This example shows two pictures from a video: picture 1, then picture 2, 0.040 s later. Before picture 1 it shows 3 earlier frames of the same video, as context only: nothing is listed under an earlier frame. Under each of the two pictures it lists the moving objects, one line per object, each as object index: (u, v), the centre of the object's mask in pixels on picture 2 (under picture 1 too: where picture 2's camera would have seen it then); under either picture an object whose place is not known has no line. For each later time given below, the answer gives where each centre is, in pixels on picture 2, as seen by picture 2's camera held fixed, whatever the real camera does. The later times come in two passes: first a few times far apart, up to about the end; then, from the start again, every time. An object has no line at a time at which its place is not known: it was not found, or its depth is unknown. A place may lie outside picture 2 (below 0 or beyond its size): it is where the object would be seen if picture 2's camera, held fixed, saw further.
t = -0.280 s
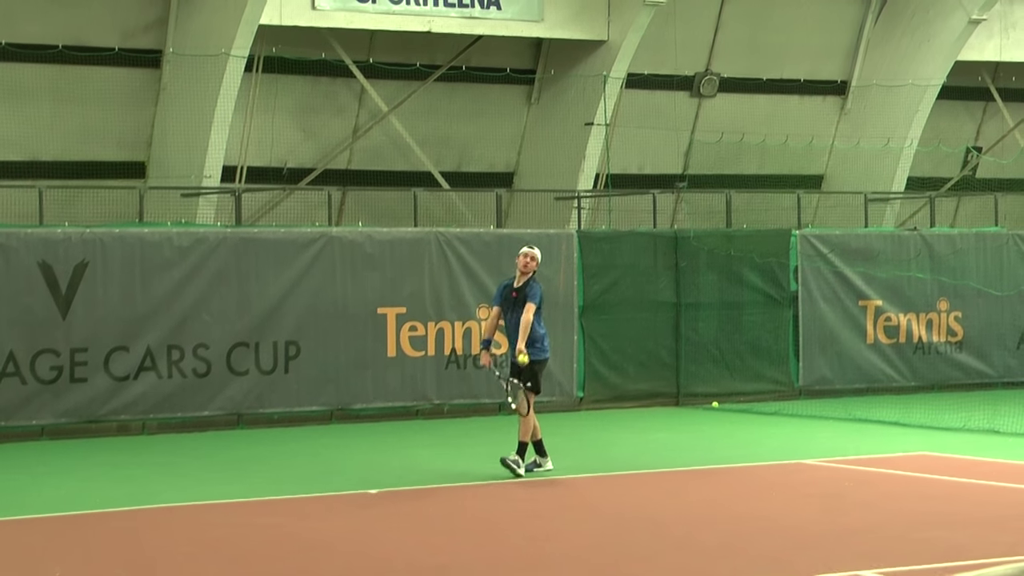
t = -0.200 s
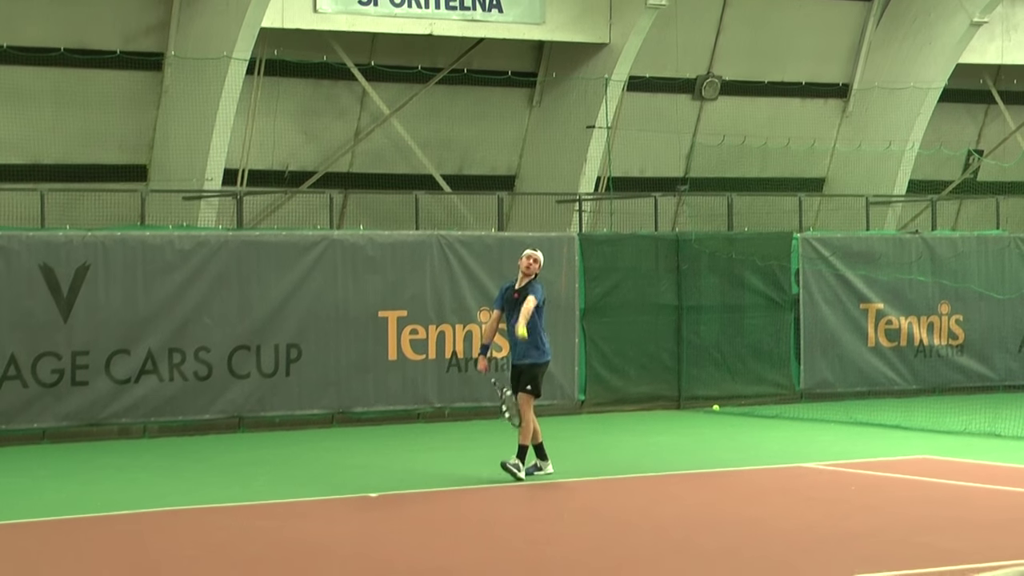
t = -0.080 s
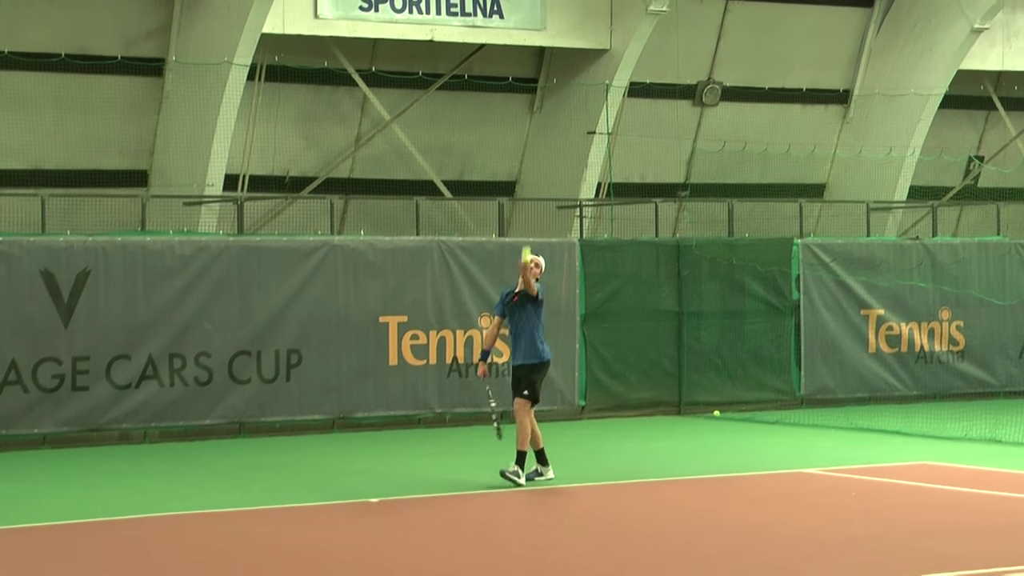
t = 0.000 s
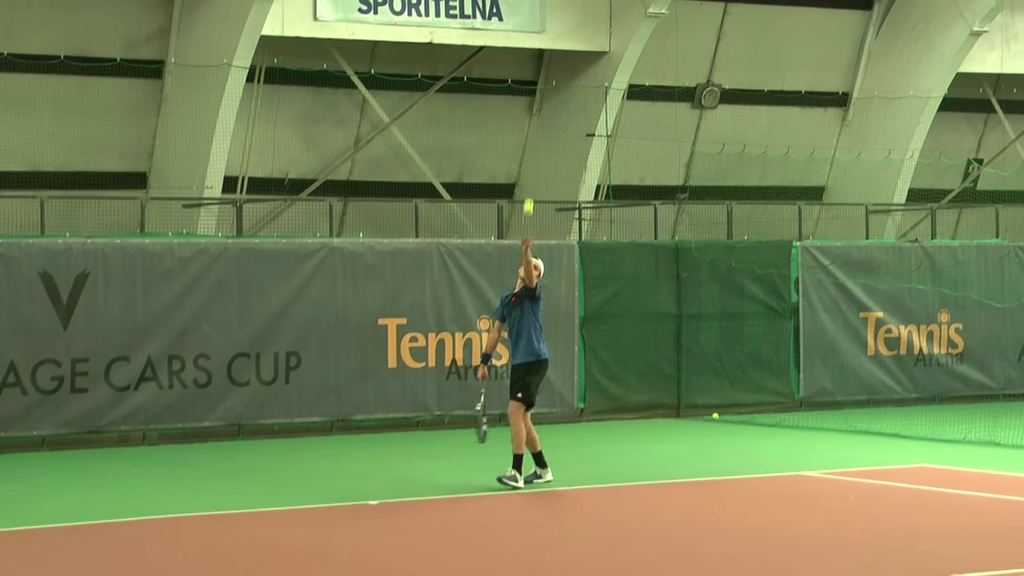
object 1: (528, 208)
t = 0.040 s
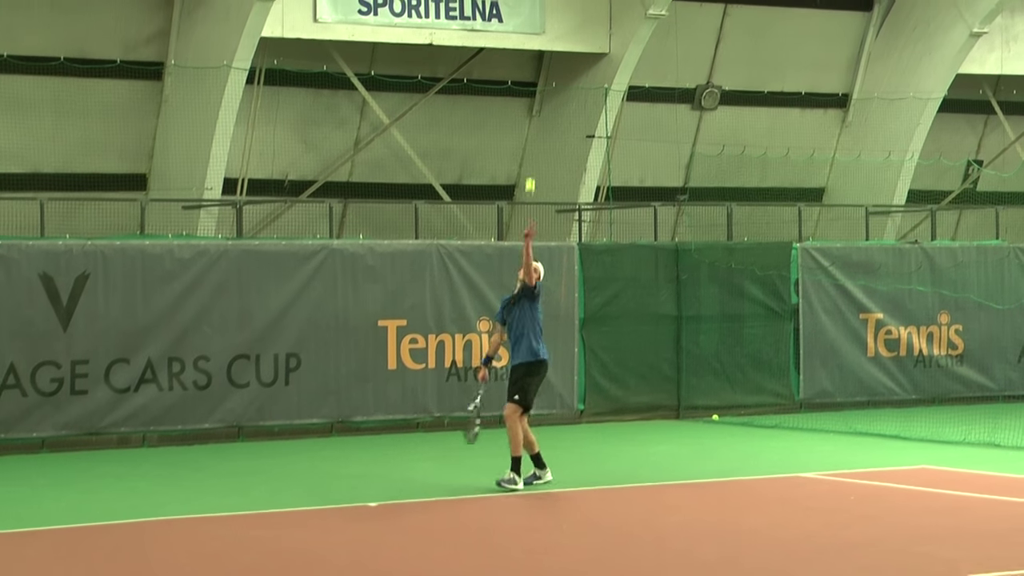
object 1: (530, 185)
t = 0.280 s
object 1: (541, 93)
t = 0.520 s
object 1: (553, 76)
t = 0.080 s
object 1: (531, 165)
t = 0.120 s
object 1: (533, 146)
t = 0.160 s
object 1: (535, 130)
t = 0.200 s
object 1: (537, 115)
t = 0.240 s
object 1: (539, 104)
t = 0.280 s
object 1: (541, 93)
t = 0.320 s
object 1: (543, 86)
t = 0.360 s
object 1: (545, 79)
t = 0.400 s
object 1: (547, 76)
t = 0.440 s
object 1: (549, 74)
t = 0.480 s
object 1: (551, 74)
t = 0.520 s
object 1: (553, 76)
